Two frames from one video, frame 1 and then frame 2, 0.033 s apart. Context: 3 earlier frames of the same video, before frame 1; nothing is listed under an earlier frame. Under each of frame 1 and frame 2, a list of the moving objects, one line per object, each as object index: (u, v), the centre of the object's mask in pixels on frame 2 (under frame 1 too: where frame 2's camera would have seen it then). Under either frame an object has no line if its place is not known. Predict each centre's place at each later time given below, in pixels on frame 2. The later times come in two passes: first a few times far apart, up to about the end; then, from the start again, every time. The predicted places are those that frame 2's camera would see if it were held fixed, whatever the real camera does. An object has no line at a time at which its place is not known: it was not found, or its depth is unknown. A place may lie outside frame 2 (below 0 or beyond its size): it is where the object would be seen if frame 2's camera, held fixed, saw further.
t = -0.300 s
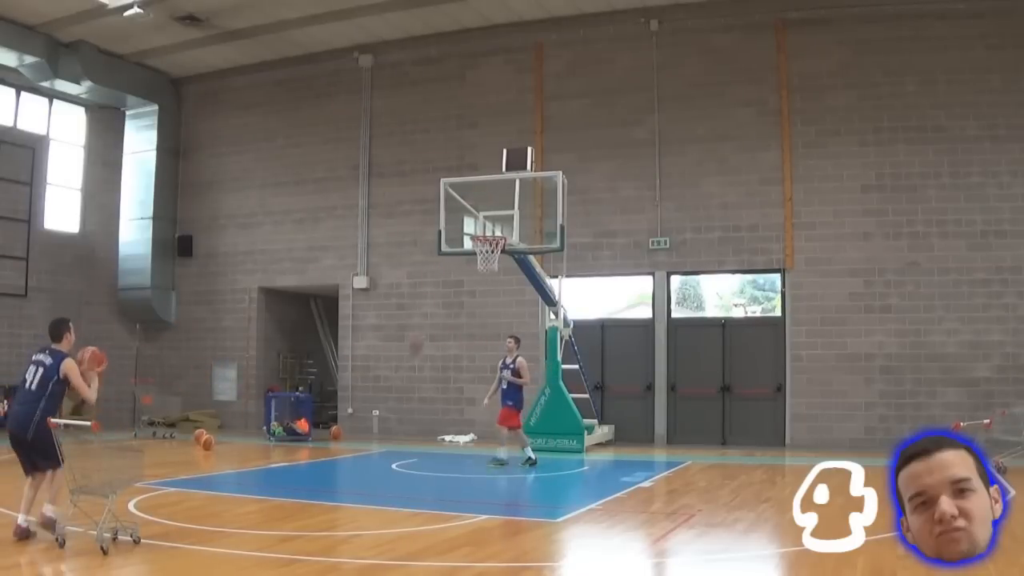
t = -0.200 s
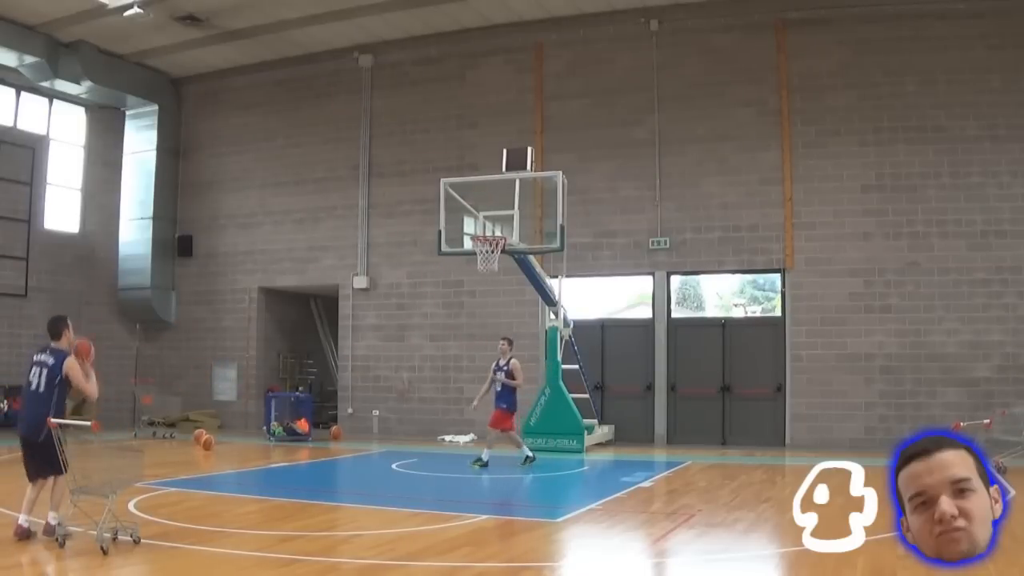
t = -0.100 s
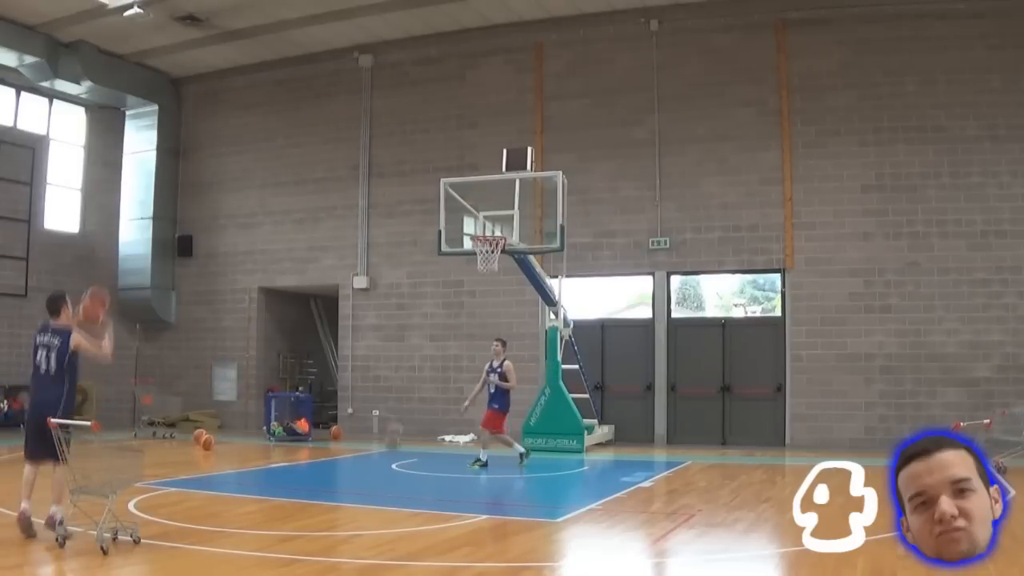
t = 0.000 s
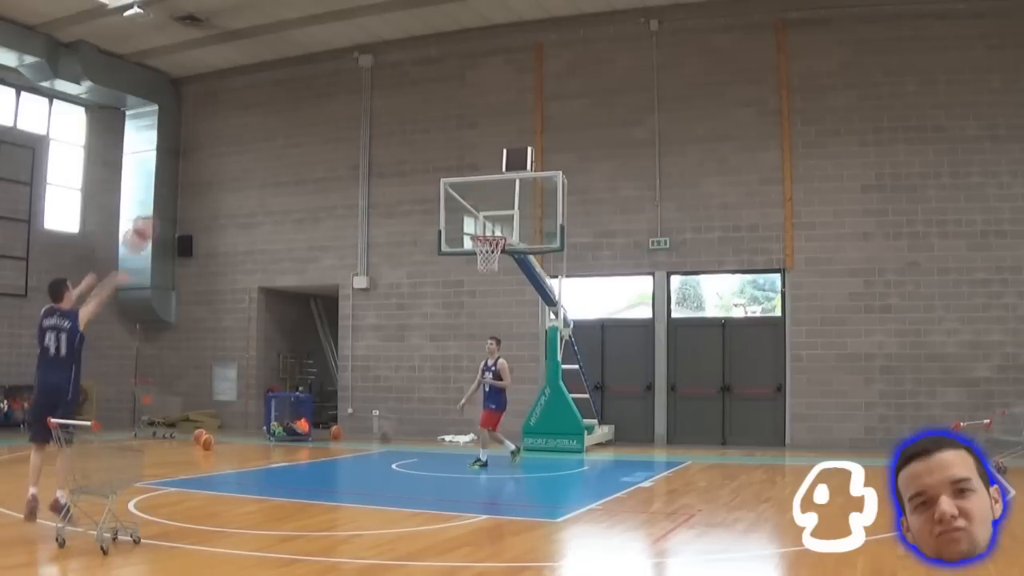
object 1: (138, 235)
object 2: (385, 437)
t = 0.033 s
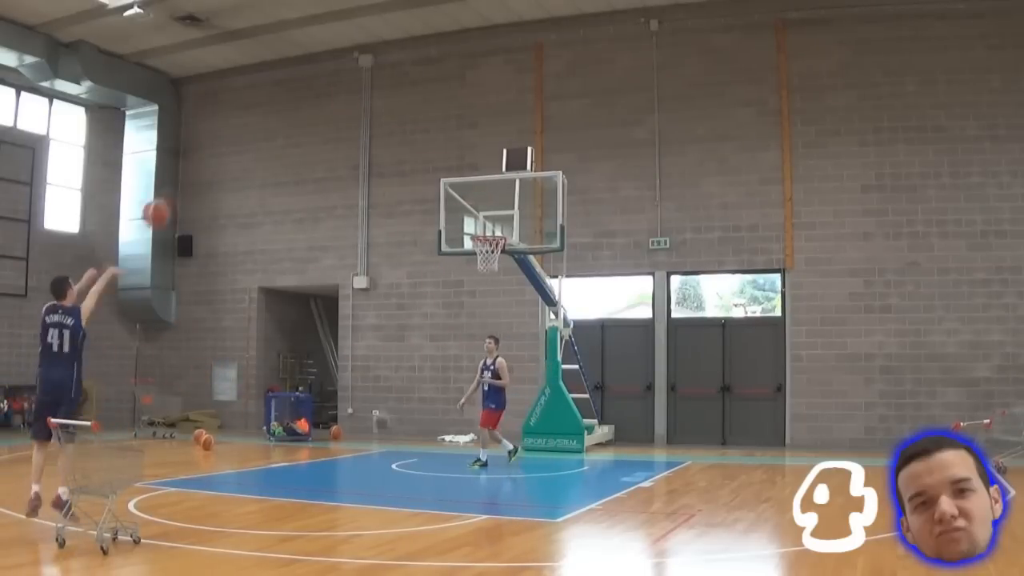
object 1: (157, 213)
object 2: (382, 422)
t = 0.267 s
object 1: (261, 112)
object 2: (357, 355)
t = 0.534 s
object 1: (347, 85)
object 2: (334, 331)
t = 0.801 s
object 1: (415, 117)
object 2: (310, 355)
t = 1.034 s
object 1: (460, 183)
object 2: (289, 414)
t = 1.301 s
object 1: (461, 220)
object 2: (268, 407)
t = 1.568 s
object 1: (410, 233)
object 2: (250, 376)
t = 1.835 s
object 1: (353, 302)
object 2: (232, 392)
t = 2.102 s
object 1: (283, 449)
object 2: (213, 444)
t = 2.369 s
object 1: (251, 372)
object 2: (194, 406)
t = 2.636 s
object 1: (223, 303)
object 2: (177, 417)
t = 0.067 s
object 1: (175, 191)
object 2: (377, 408)
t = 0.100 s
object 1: (189, 174)
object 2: (375, 397)
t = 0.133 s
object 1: (203, 160)
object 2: (372, 388)
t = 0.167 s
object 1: (220, 143)
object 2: (368, 378)
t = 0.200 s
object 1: (233, 132)
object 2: (365, 369)
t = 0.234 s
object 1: (246, 122)
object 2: (363, 364)
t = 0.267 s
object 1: (261, 112)
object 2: (357, 355)
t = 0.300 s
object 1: (273, 105)
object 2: (355, 350)
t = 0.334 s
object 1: (284, 99)
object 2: (353, 345)
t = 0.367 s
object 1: (297, 93)
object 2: (349, 341)
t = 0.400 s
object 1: (308, 89)
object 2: (345, 338)
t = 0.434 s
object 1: (318, 87)
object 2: (343, 335)
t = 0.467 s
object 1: (330, 85)
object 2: (340, 333)
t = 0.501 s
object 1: (339, 84)
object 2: (337, 331)
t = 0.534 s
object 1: (347, 85)
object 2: (334, 331)
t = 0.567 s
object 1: (358, 86)
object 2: (330, 331)
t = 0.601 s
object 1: (367, 88)
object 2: (328, 333)
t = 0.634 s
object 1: (375, 90)
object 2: (325, 335)
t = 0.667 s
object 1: (385, 94)
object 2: (322, 337)
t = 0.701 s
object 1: (392, 99)
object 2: (319, 340)
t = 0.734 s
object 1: (399, 104)
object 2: (316, 344)
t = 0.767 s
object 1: (408, 111)
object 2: (313, 349)
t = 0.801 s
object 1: (415, 117)
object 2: (310, 355)
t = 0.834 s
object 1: (422, 124)
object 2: (308, 361)
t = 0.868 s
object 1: (431, 133)
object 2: (304, 369)
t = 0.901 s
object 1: (436, 141)
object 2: (301, 376)
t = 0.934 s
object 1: (443, 150)
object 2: (298, 384)
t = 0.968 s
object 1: (449, 161)
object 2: (295, 395)
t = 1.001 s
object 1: (455, 170)
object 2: (292, 404)
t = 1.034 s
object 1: (460, 183)
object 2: (289, 414)
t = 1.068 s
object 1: (467, 196)
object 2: (286, 428)
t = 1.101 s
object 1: (473, 206)
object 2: (283, 442)
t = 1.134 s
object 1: (478, 220)
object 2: (280, 451)
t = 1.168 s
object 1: (483, 232)
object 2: (278, 441)
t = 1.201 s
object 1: (483, 230)
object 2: (275, 430)
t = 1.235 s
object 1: (474, 227)
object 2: (273, 426)
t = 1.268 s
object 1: (467, 223)
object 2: (271, 414)
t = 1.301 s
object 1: (461, 220)
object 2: (268, 407)
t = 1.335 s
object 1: (456, 220)
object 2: (266, 402)
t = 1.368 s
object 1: (449, 219)
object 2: (263, 395)
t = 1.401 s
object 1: (444, 219)
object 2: (261, 389)
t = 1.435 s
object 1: (437, 220)
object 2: (259, 386)
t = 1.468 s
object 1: (430, 222)
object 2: (256, 381)
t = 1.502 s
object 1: (424, 224)
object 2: (254, 379)
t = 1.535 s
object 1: (418, 227)
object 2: (252, 377)
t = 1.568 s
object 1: (410, 233)
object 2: (250, 376)
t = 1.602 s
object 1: (403, 238)
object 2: (247, 375)
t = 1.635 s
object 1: (397, 244)
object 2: (245, 375)
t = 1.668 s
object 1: (389, 252)
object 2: (242, 375)
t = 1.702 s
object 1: (382, 259)
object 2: (240, 377)
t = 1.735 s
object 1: (376, 268)
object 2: (238, 380)
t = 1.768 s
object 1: (367, 280)
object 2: (236, 384)
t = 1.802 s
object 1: (360, 289)
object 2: (234, 388)
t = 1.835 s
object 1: (353, 302)
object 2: (232, 392)
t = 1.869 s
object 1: (343, 317)
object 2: (227, 397)
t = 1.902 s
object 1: (335, 333)
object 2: (224, 403)
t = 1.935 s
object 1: (328, 345)
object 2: (223, 410)
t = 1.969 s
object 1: (318, 364)
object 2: (221, 418)
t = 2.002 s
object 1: (309, 386)
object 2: (219, 426)
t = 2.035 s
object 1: (304, 399)
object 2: (218, 433)
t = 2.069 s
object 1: (293, 423)
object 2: (214, 444)
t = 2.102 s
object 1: (283, 449)
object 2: (213, 444)
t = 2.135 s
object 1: (278, 466)
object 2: (212, 438)
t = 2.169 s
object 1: (271, 468)
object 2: (209, 428)
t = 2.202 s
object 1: (267, 448)
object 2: (206, 424)
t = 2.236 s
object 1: (263, 434)
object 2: (204, 419)
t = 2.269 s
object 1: (260, 414)
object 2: (202, 414)
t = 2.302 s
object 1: (257, 400)
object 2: (200, 410)
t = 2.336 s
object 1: (255, 387)
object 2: (197, 407)
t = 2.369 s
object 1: (251, 372)
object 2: (194, 406)
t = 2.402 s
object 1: (248, 360)
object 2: (192, 405)
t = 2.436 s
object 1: (245, 351)
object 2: (190, 405)
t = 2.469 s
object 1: (241, 340)
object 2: (187, 405)
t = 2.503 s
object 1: (237, 330)
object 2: (186, 406)
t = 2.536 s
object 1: (234, 323)
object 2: (184, 407)
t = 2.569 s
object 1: (230, 315)
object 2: (181, 410)
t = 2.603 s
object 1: (226, 308)
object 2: (179, 414)
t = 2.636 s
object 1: (223, 303)
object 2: (177, 417)
